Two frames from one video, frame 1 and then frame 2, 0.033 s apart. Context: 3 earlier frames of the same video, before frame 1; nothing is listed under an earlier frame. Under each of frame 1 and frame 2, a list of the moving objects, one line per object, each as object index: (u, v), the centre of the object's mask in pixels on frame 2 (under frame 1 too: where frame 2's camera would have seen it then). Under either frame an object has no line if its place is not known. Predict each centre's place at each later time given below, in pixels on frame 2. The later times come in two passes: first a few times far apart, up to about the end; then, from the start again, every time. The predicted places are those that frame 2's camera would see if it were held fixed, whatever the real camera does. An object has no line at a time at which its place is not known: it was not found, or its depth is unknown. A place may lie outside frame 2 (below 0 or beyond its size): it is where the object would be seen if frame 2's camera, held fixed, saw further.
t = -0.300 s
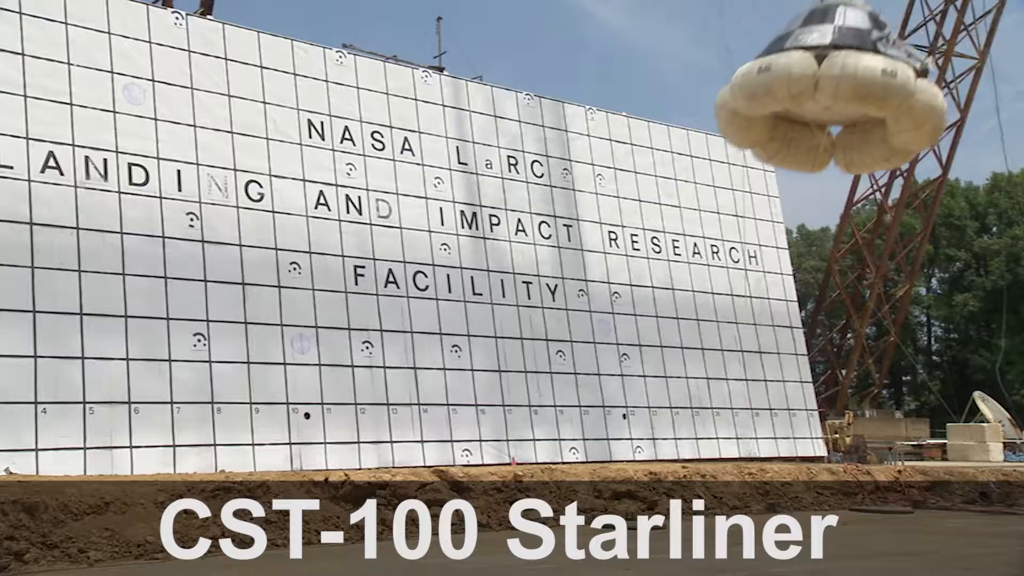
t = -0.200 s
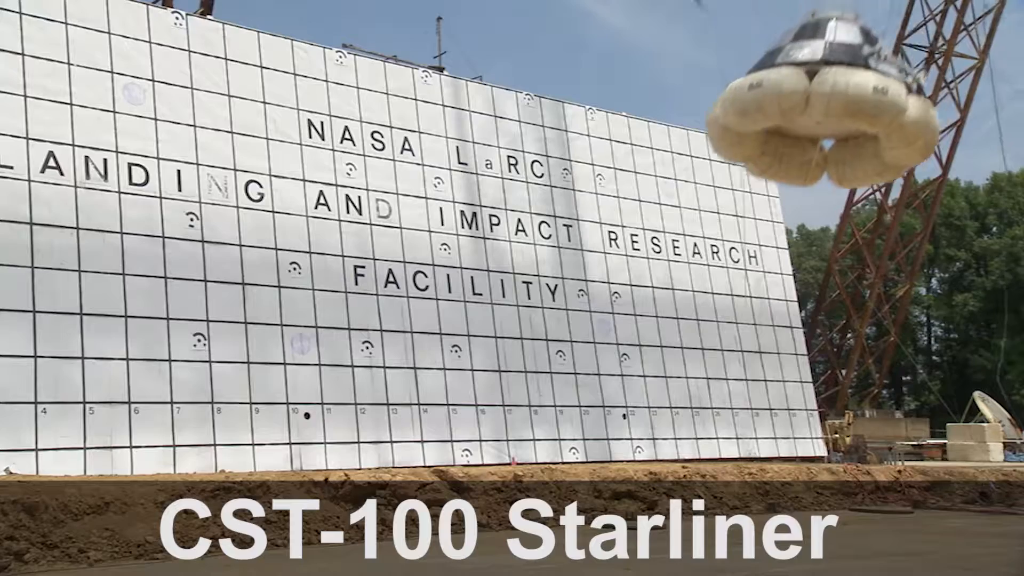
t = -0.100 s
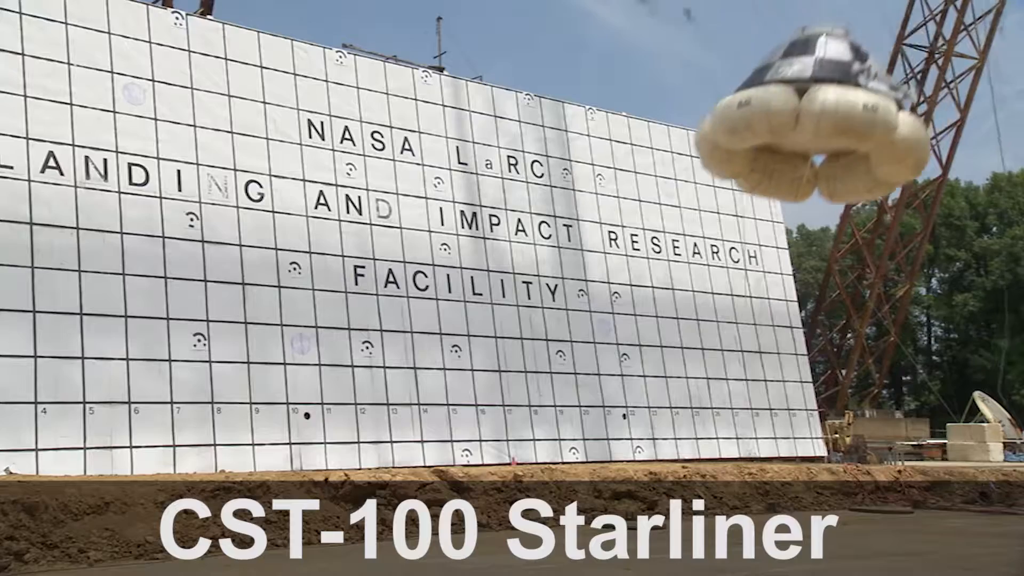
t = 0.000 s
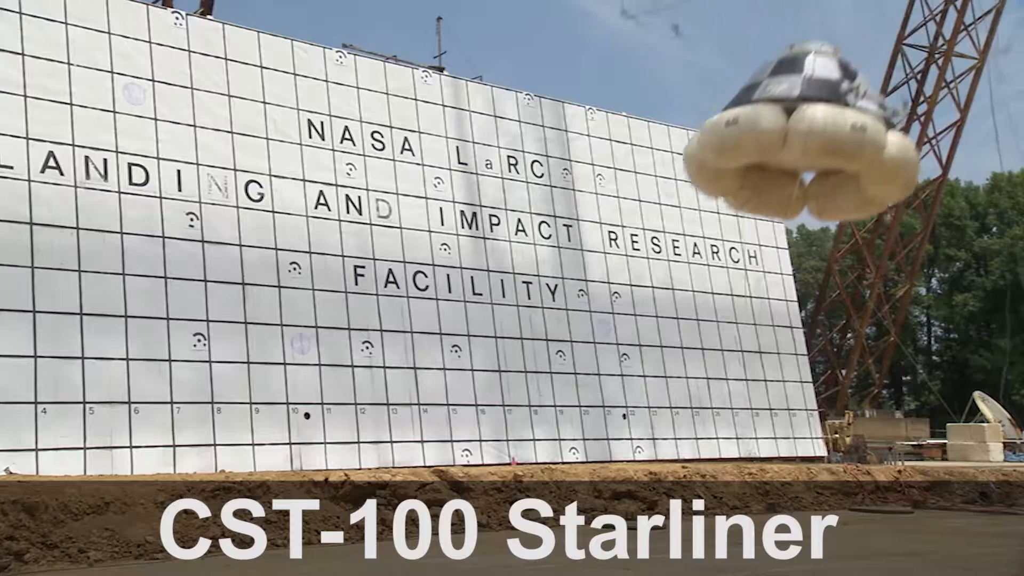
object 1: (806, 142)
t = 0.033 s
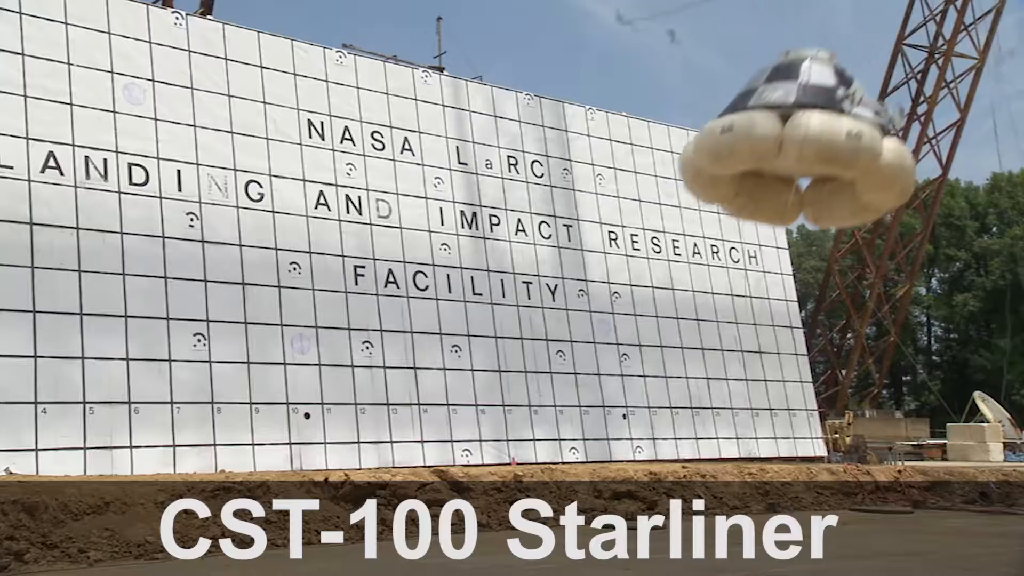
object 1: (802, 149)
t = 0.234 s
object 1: (773, 192)
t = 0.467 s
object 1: (730, 254)
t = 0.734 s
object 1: (665, 340)
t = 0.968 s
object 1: (599, 409)
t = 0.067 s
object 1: (798, 156)
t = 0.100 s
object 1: (792, 162)
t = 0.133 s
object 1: (788, 170)
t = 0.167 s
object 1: (782, 177)
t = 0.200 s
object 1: (778, 184)
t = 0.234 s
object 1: (773, 192)
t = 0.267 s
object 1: (767, 200)
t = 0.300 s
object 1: (762, 208)
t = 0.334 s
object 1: (756, 217)
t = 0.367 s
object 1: (750, 225)
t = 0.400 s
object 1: (744, 234)
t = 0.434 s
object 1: (737, 244)
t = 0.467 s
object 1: (730, 254)
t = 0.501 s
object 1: (724, 263)
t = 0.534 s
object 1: (717, 273)
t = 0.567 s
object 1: (709, 283)
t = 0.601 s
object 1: (701, 295)
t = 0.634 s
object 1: (692, 305)
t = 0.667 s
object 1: (683, 316)
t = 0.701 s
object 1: (674, 328)
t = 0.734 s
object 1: (665, 340)
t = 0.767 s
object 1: (656, 352)
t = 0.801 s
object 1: (646, 364)
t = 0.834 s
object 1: (636, 377)
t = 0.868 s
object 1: (626, 387)
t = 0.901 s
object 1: (616, 397)
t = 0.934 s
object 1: (607, 403)
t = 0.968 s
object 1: (599, 409)
